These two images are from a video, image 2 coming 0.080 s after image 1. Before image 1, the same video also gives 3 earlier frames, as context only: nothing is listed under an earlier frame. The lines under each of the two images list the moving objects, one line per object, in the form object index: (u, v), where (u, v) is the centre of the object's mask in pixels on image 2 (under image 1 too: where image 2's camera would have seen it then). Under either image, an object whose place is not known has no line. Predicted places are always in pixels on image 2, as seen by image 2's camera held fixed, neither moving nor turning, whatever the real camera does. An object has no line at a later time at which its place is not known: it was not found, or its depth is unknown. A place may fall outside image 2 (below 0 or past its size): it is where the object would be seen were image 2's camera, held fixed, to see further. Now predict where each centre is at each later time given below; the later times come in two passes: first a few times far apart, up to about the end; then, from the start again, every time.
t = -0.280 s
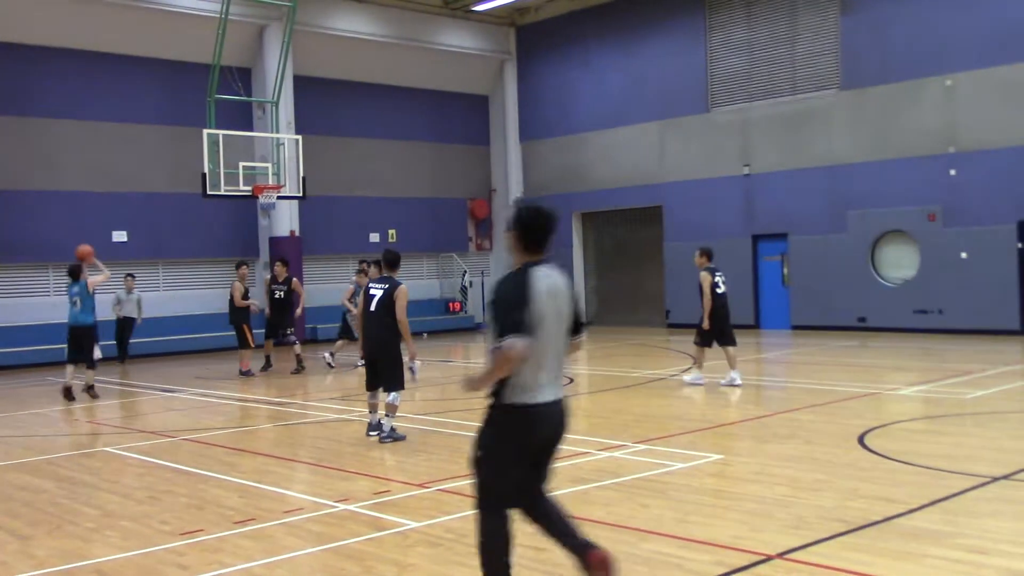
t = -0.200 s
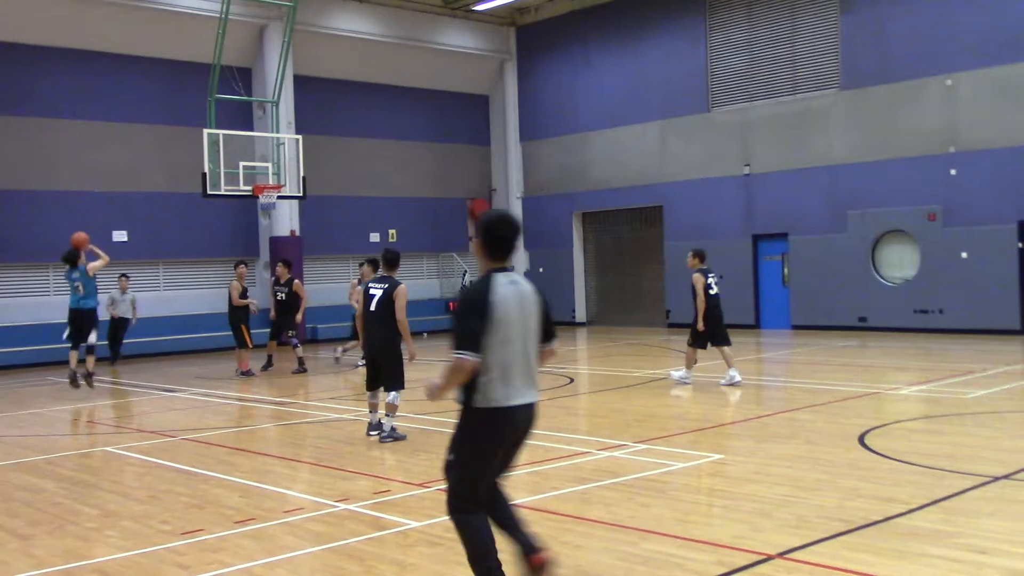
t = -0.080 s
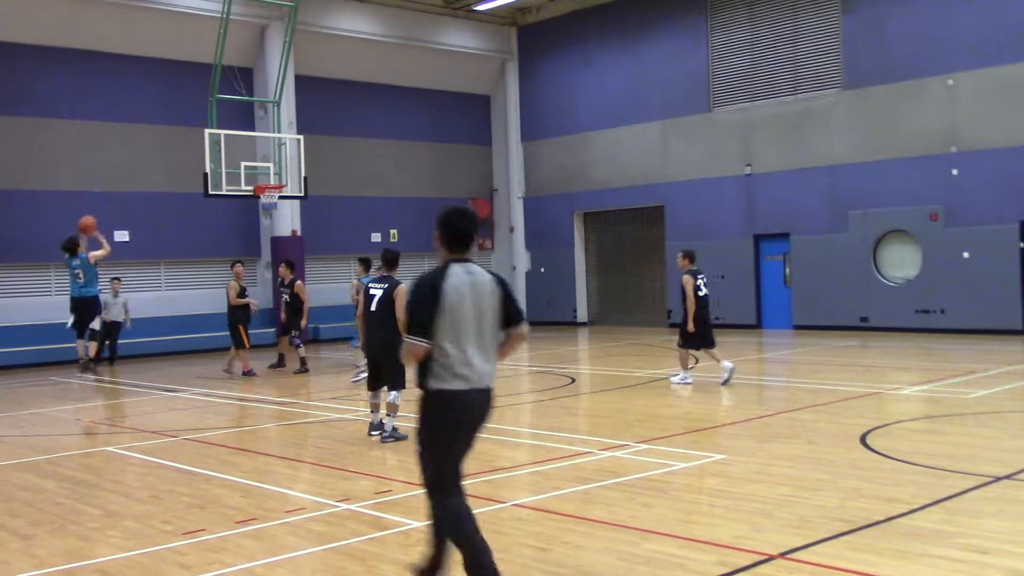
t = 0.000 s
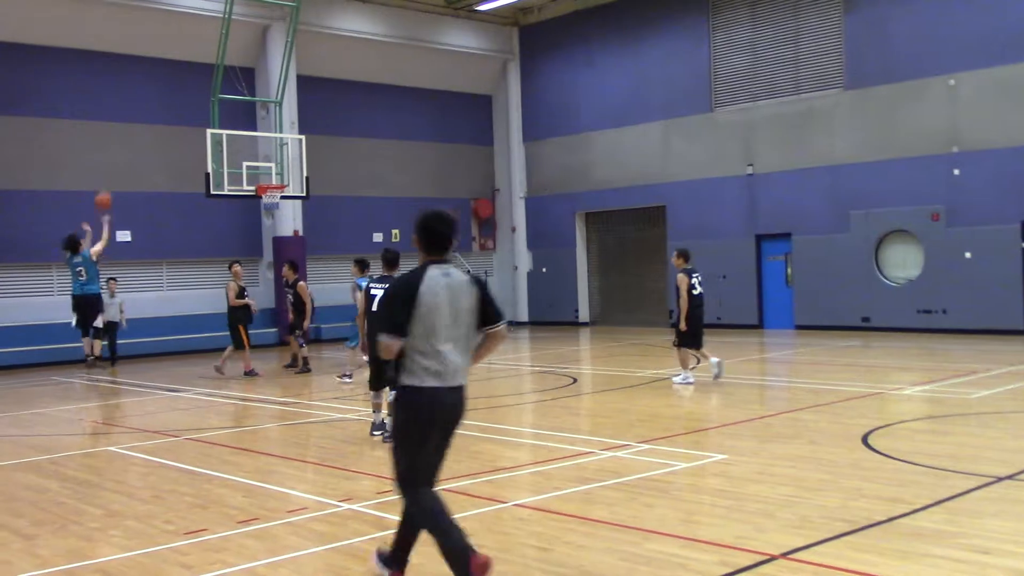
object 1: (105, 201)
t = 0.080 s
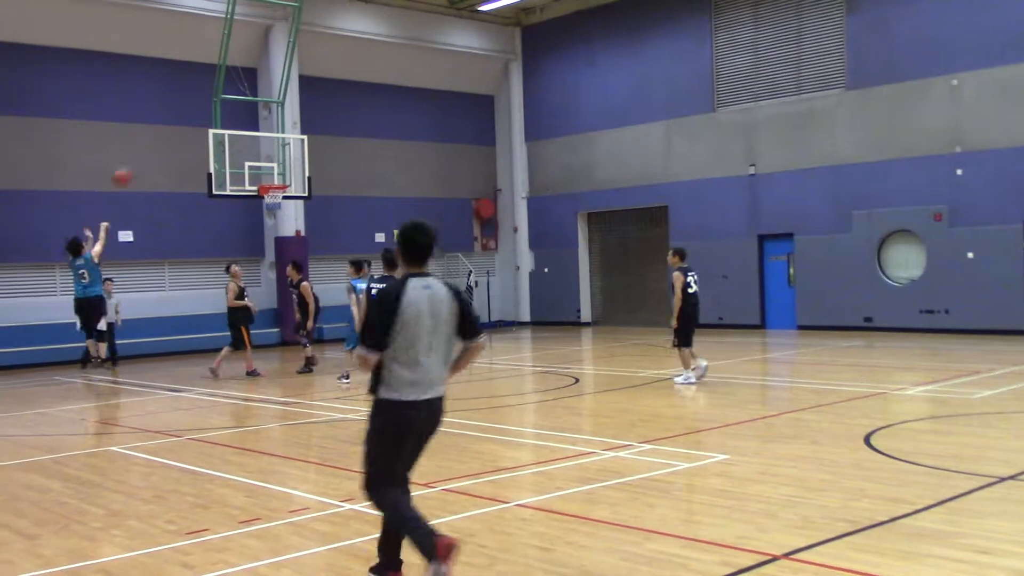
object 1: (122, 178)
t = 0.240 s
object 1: (152, 144)
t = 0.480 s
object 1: (194, 129)
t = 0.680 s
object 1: (228, 142)
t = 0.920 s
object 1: (275, 182)
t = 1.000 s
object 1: (288, 204)
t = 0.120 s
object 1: (129, 166)
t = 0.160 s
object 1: (137, 158)
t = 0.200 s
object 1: (145, 150)
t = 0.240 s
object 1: (152, 144)
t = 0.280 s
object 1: (160, 139)
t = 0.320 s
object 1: (167, 134)
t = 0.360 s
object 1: (175, 132)
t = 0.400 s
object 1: (181, 129)
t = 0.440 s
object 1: (188, 129)
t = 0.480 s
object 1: (194, 129)
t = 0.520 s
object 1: (201, 130)
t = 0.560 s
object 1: (208, 132)
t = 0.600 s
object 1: (213, 135)
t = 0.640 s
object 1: (220, 137)
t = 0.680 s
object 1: (228, 142)
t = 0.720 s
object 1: (237, 145)
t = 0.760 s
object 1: (243, 150)
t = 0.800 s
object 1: (251, 157)
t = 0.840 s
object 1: (259, 164)
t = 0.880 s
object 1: (265, 174)
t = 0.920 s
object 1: (275, 182)
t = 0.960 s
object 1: (282, 192)
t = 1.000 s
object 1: (288, 204)
